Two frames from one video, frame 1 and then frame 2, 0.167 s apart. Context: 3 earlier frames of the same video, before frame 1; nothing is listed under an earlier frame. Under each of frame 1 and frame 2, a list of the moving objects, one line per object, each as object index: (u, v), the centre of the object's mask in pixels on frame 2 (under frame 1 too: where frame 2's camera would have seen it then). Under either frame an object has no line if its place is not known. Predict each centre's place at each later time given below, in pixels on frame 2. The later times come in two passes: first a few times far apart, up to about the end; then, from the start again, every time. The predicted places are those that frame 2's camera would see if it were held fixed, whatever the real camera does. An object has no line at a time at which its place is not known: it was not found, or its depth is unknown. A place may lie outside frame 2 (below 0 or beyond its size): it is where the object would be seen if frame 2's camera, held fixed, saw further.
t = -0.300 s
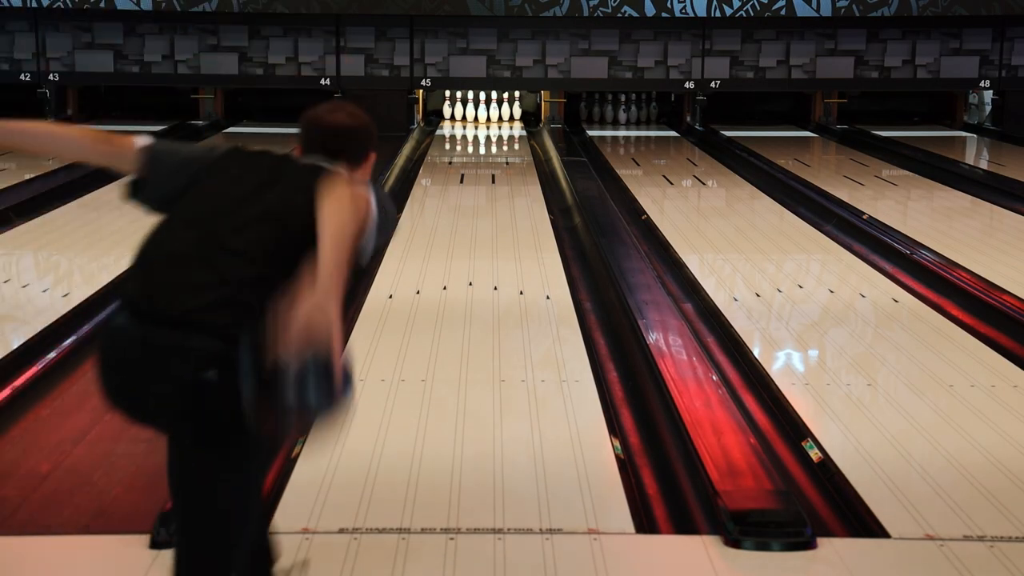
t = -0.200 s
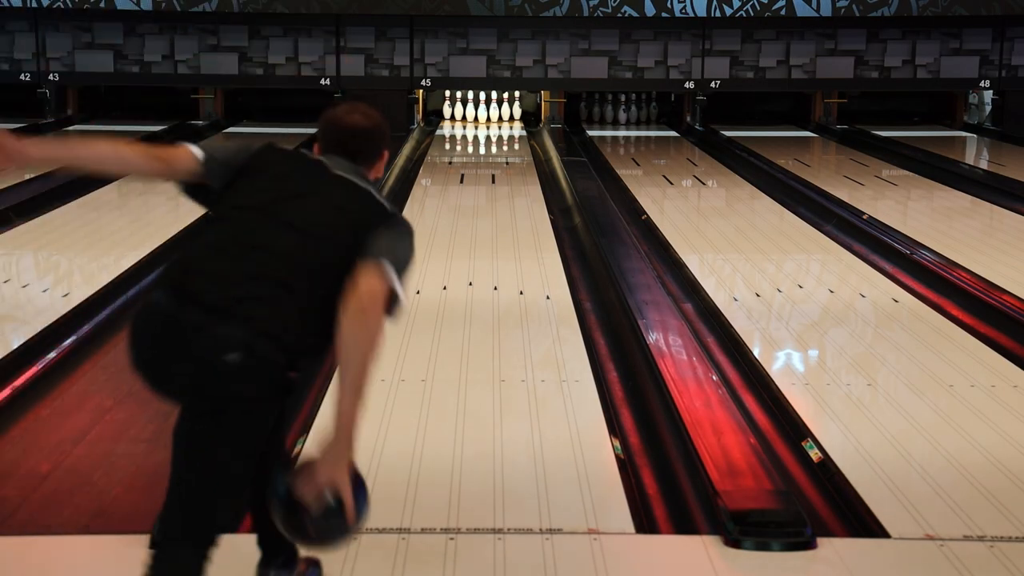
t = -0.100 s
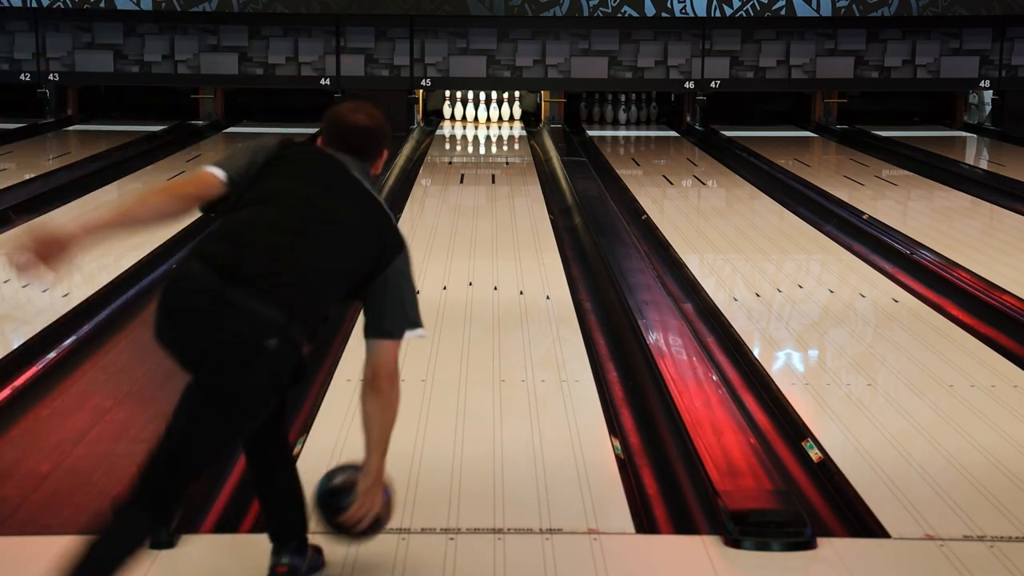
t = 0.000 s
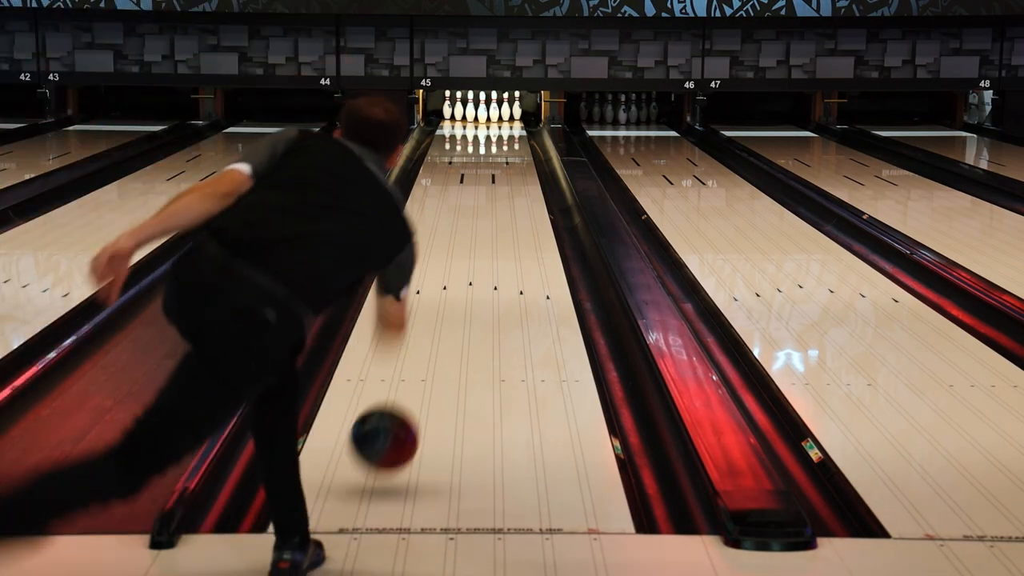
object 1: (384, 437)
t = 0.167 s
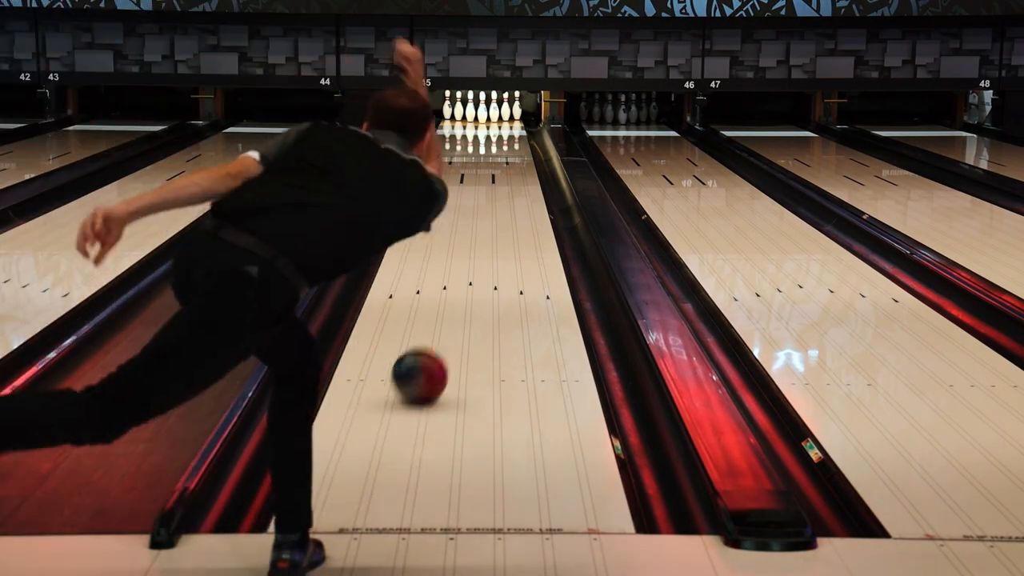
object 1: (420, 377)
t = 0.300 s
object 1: (442, 330)
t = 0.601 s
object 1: (470, 259)
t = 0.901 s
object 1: (488, 213)
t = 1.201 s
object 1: (499, 182)
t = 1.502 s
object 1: (507, 158)
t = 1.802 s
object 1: (510, 141)
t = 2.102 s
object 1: (505, 127)
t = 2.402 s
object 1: (492, 117)
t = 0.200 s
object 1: (425, 364)
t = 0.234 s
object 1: (431, 351)
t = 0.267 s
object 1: (435, 340)
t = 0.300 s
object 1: (442, 330)
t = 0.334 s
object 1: (445, 320)
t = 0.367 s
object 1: (448, 311)
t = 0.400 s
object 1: (452, 302)
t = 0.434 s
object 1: (455, 294)
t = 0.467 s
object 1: (458, 286)
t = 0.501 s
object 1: (462, 279)
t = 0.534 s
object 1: (464, 272)
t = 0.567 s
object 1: (467, 265)
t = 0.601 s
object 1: (470, 259)
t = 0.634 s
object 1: (472, 252)
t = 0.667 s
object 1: (474, 247)
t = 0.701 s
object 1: (477, 241)
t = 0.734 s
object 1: (479, 236)
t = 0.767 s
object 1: (481, 231)
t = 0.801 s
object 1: (483, 226)
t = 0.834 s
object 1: (485, 222)
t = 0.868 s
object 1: (486, 217)
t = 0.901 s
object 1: (488, 213)
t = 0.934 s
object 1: (489, 209)
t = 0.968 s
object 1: (491, 205)
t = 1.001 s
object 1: (492, 202)
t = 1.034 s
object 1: (493, 198)
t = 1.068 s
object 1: (495, 195)
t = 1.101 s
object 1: (496, 191)
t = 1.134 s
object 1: (497, 188)
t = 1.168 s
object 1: (498, 184)
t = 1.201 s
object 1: (499, 182)
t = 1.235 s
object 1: (500, 178)
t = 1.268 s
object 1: (501, 176)
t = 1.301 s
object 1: (502, 173)
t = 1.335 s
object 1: (503, 171)
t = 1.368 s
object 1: (504, 168)
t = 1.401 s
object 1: (505, 165)
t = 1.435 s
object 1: (505, 163)
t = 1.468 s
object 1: (506, 161)
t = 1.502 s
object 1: (507, 158)
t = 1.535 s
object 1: (507, 156)
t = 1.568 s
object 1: (508, 154)
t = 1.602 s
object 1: (508, 152)
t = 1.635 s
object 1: (509, 150)
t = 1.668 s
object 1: (510, 148)
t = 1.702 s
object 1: (510, 146)
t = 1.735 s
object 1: (510, 144)
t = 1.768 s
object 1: (510, 142)
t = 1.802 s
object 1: (510, 141)
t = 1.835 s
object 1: (510, 139)
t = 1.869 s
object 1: (509, 138)
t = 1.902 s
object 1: (509, 136)
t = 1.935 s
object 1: (509, 135)
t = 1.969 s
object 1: (508, 133)
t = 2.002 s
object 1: (507, 132)
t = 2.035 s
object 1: (507, 130)
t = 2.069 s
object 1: (506, 129)
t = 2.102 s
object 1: (505, 127)
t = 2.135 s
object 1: (504, 126)
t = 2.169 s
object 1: (503, 125)
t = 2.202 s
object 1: (501, 124)
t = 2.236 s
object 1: (500, 122)
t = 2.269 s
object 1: (499, 121)
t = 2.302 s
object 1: (497, 120)
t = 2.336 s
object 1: (495, 119)
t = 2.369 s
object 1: (493, 118)
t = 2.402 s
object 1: (492, 117)
